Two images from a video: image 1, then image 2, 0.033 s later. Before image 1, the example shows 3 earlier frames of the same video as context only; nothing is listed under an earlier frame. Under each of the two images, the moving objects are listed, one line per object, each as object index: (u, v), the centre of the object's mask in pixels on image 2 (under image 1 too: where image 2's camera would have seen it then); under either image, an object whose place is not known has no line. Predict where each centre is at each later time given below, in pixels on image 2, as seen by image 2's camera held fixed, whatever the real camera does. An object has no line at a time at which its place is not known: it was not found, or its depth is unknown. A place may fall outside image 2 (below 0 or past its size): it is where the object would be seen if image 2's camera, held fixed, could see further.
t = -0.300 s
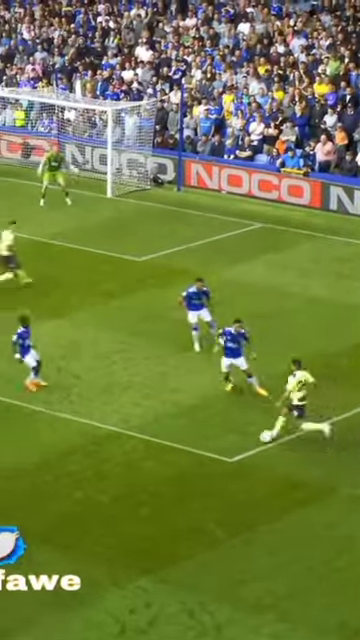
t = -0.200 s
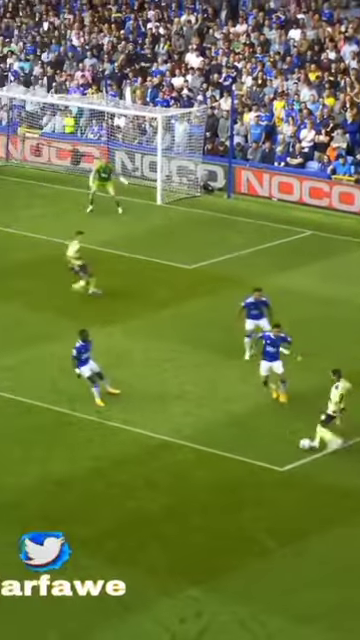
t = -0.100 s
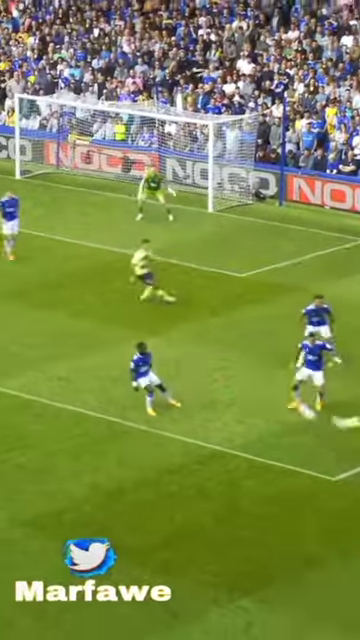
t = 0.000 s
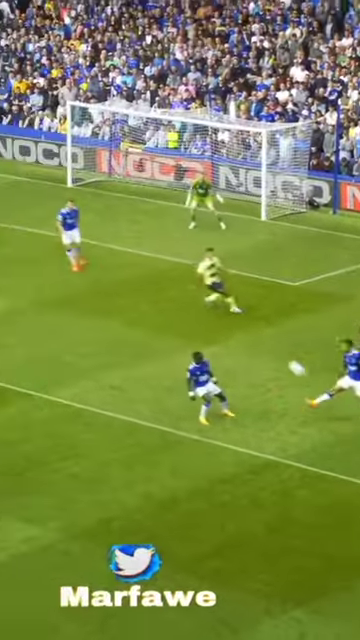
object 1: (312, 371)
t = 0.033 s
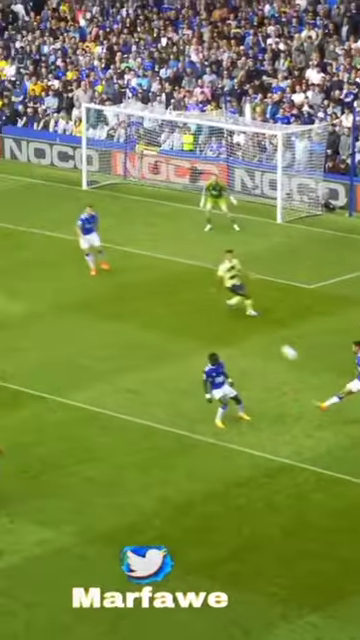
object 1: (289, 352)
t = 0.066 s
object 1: (277, 343)
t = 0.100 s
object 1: (256, 326)
